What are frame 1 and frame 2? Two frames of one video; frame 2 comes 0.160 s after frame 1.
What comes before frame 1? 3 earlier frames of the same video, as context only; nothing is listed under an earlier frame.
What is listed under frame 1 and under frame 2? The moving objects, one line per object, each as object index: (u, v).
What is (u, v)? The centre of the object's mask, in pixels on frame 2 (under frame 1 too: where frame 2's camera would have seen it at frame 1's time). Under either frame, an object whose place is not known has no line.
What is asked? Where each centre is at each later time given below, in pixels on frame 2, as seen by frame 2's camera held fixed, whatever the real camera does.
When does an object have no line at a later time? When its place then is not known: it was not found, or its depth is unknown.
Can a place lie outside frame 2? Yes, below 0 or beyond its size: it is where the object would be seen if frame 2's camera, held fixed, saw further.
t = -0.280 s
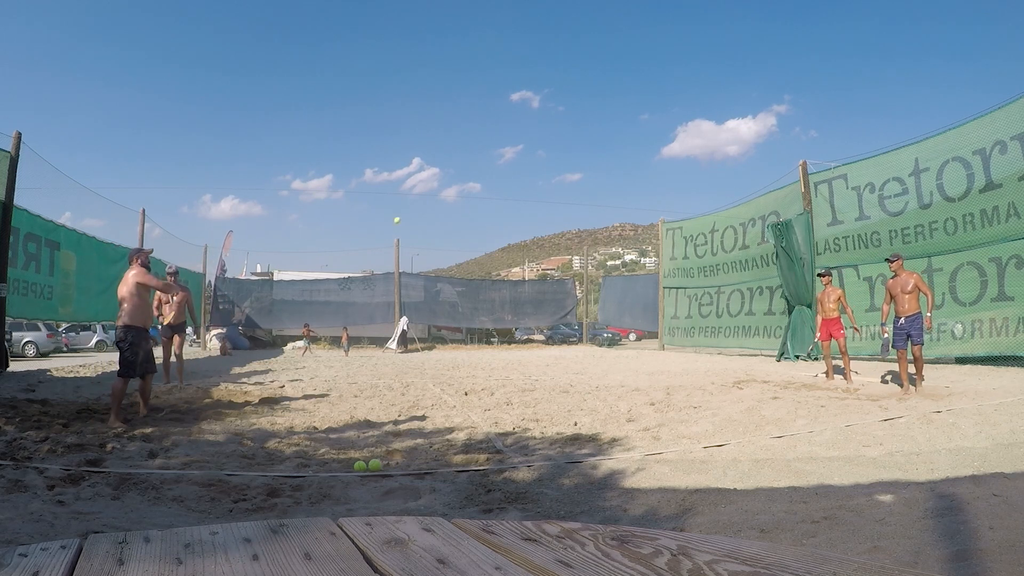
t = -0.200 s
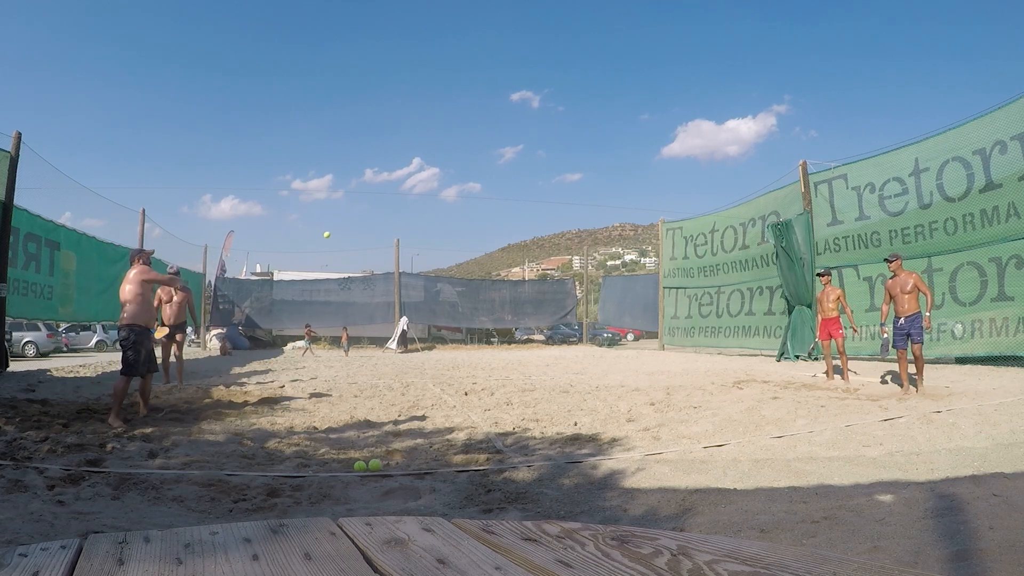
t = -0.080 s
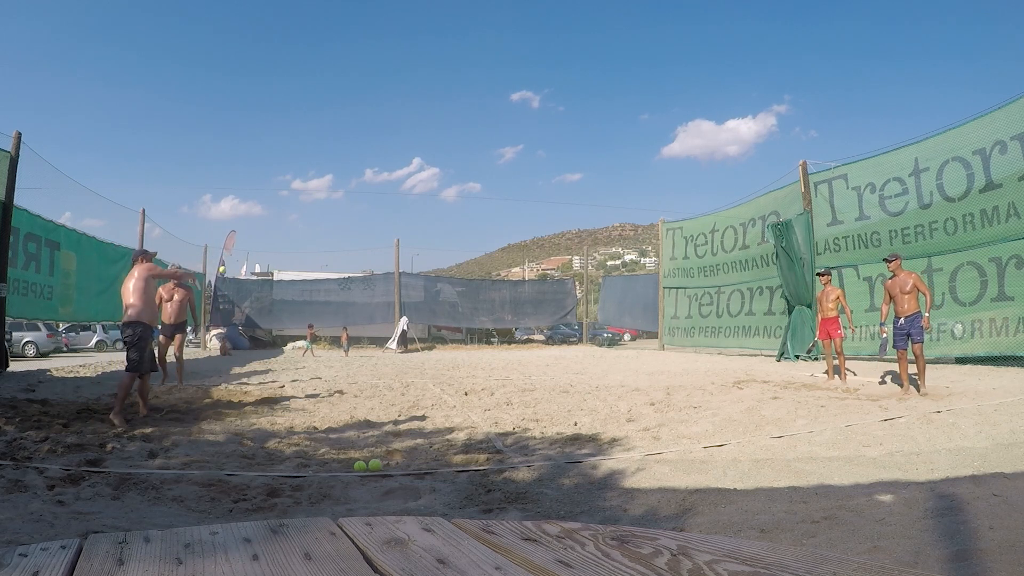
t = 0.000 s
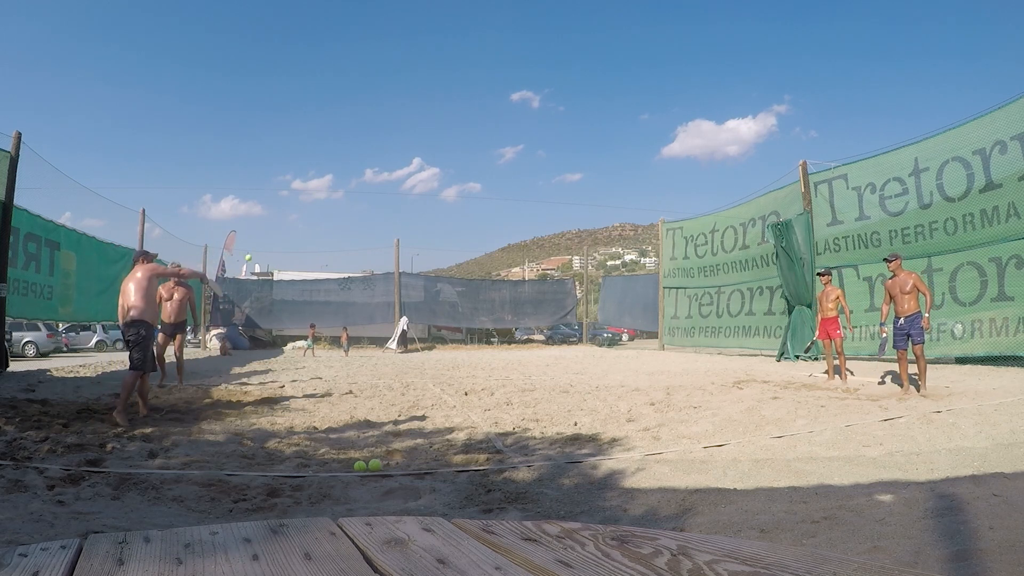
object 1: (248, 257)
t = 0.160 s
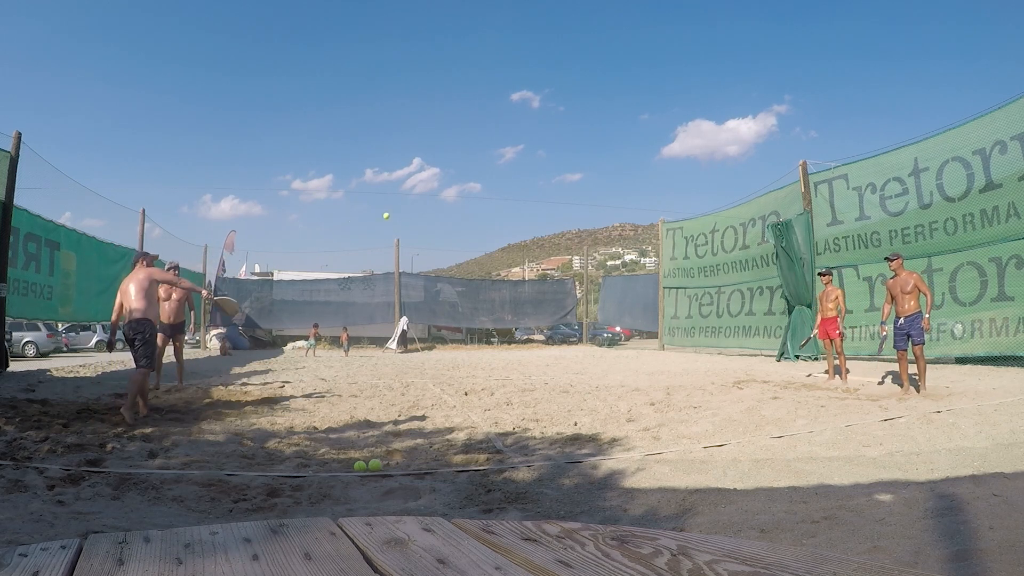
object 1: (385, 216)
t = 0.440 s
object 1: (617, 206)
